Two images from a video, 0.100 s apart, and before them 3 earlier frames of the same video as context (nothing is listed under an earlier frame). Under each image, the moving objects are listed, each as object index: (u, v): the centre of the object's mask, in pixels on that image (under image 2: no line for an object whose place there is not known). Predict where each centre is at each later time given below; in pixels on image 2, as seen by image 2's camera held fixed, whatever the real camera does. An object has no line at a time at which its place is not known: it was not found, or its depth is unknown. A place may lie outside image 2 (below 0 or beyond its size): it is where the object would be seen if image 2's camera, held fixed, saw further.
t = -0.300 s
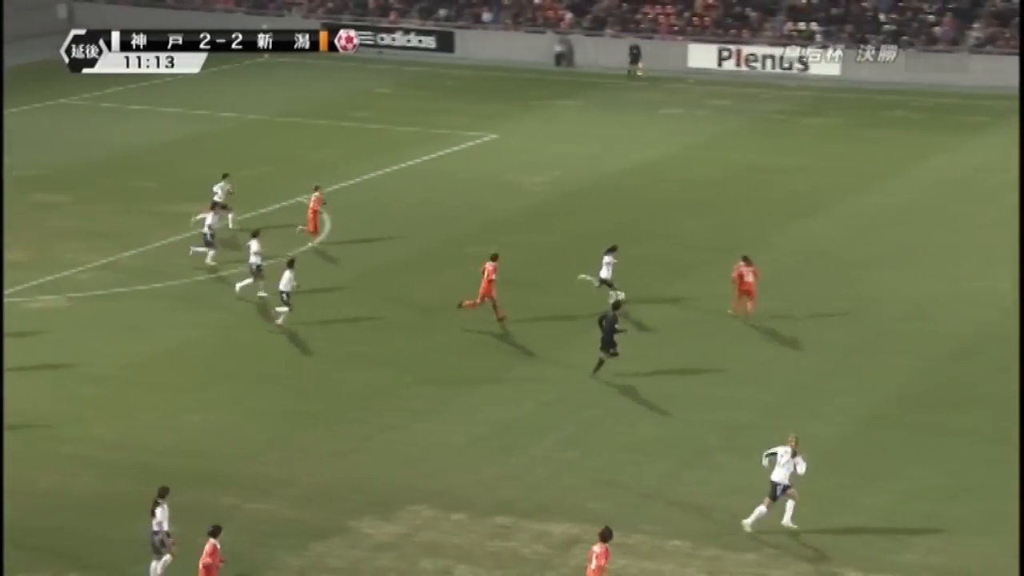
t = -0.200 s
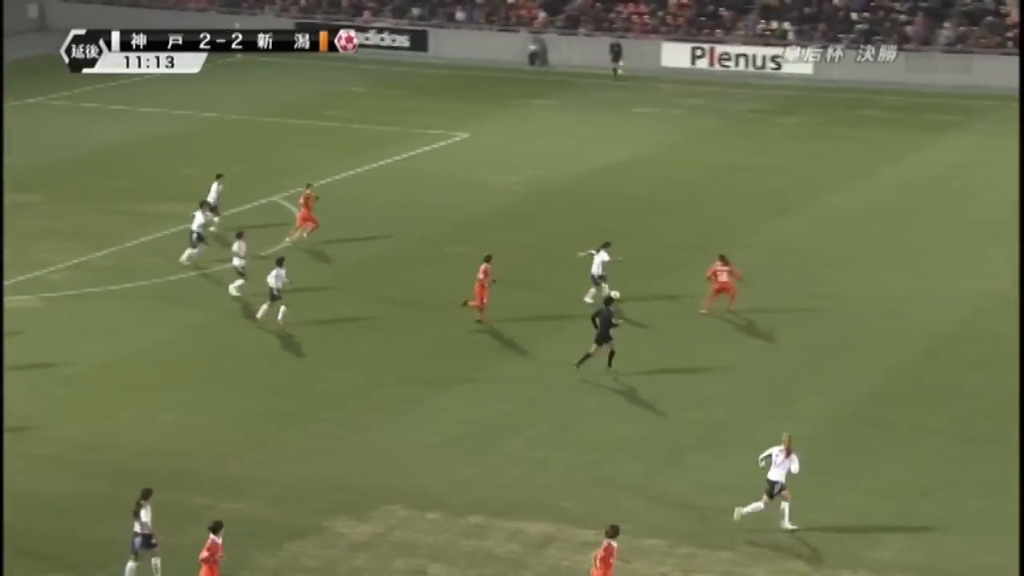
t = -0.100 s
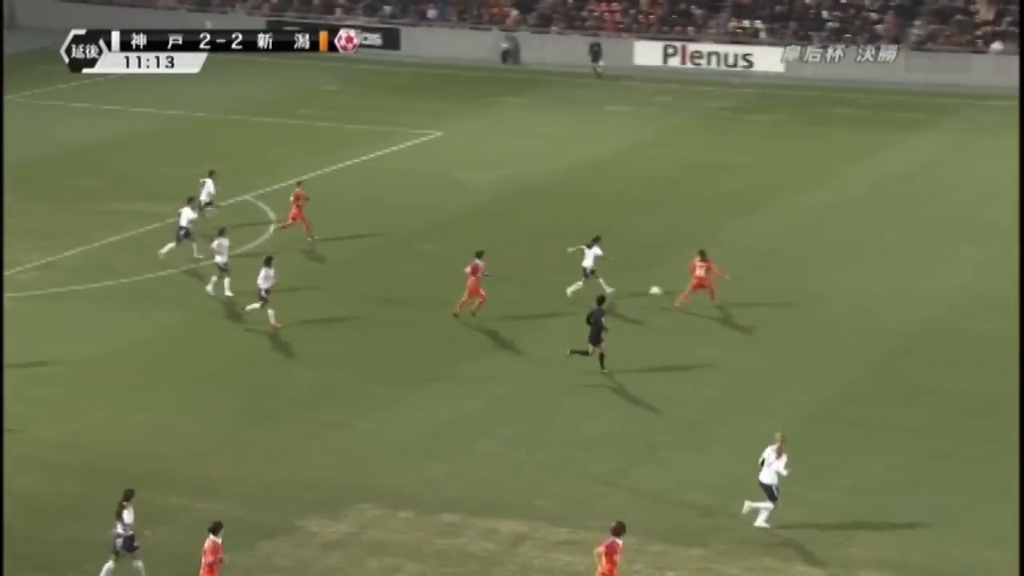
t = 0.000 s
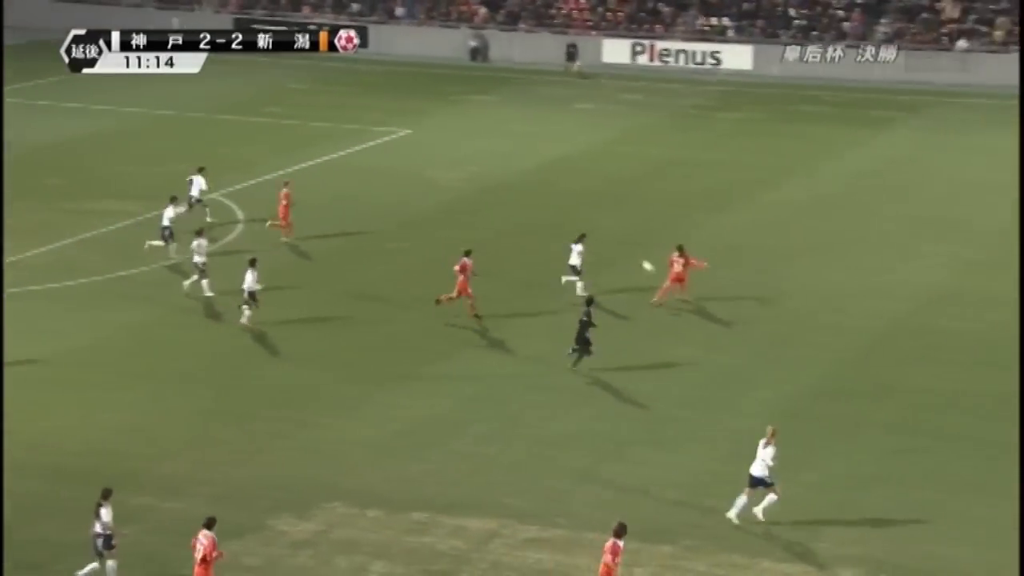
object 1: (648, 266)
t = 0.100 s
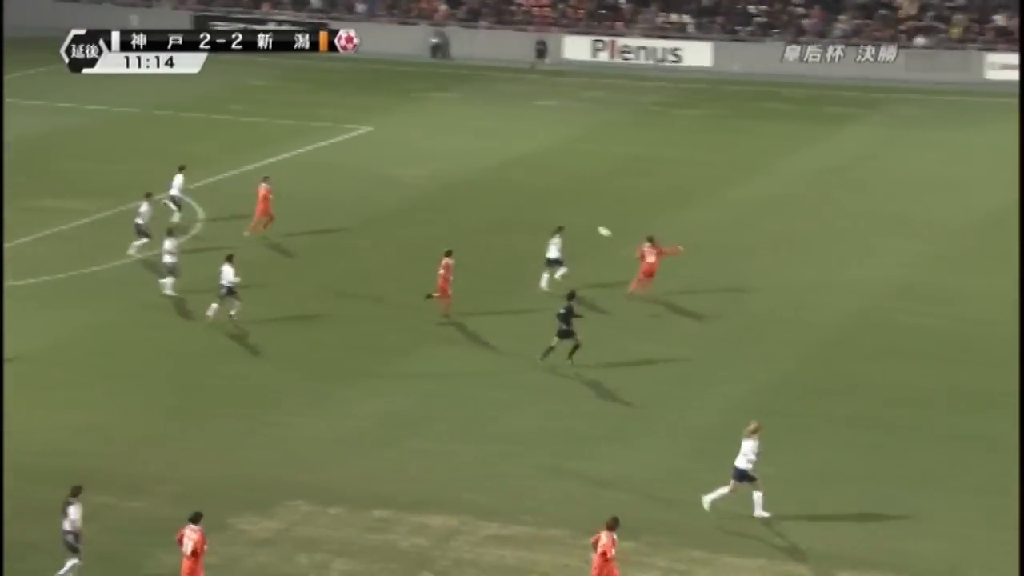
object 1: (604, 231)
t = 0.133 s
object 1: (602, 222)
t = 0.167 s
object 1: (600, 213)
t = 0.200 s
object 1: (598, 205)
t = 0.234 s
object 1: (596, 197)
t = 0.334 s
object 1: (590, 176)
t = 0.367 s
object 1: (589, 169)
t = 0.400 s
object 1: (587, 164)
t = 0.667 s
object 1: (579, 137)
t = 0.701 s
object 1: (578, 135)
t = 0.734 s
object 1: (578, 134)
